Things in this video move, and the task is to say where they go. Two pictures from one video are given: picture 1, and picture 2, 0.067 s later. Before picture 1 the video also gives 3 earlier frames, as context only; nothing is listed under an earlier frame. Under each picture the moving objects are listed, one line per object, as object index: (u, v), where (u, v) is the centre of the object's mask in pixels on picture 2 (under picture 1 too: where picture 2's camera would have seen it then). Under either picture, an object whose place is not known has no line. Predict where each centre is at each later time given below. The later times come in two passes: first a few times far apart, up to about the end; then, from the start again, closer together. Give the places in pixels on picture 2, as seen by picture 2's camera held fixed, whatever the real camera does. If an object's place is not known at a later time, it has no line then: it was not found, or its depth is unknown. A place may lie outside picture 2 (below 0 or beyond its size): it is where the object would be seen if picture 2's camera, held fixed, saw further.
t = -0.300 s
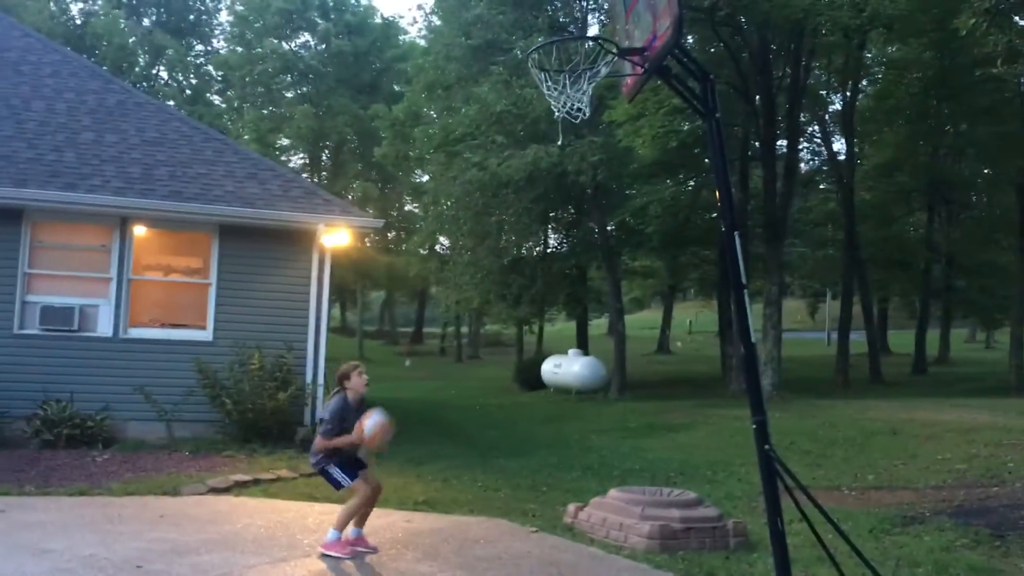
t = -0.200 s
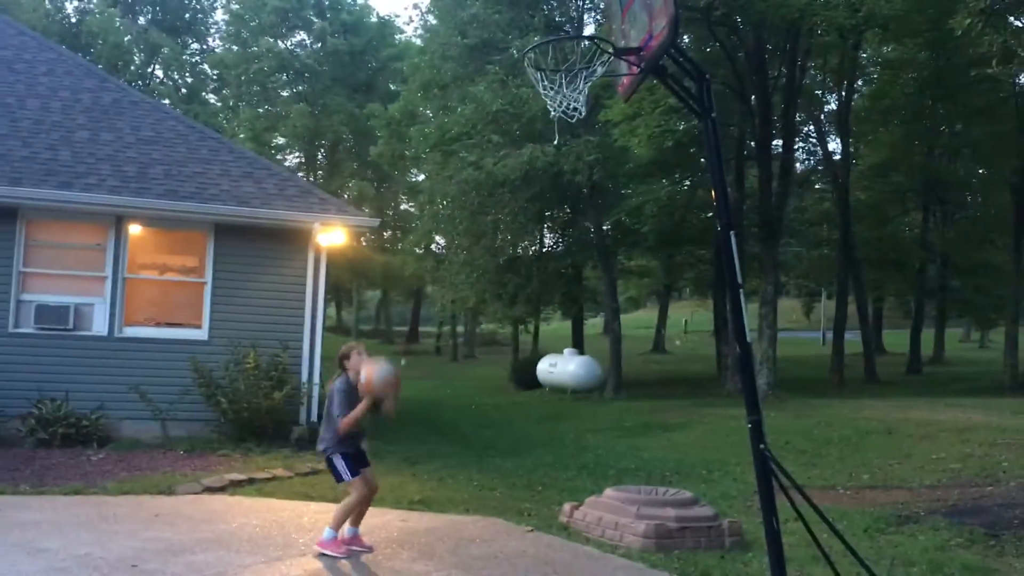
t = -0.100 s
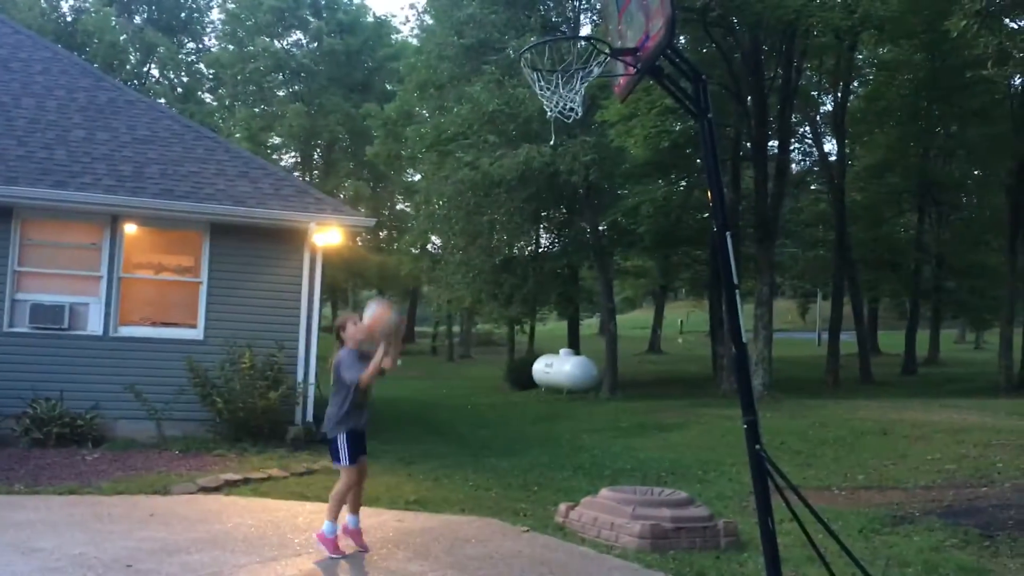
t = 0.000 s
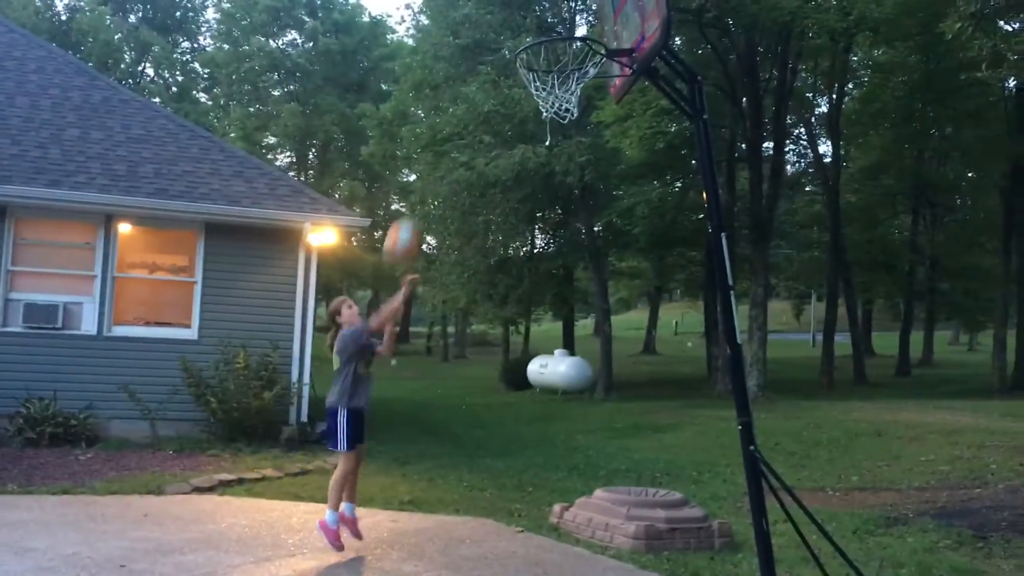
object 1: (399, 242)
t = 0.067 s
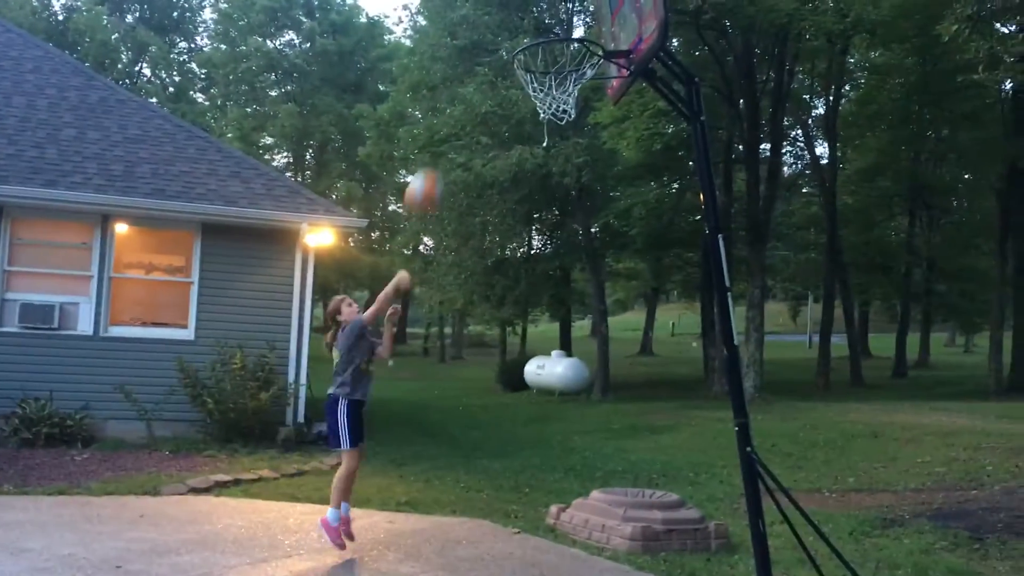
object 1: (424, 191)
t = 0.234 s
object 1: (486, 90)
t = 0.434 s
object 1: (565, 18)
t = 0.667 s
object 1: (565, 48)
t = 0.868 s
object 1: (527, 22)
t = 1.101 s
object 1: (472, 43)
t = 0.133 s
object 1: (450, 146)
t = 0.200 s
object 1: (474, 107)
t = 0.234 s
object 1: (486, 90)
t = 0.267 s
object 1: (500, 76)
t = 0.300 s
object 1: (512, 61)
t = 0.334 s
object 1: (527, 46)
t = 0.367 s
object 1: (539, 30)
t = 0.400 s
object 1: (552, 24)
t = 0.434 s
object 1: (565, 18)
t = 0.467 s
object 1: (580, 12)
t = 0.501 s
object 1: (585, 11)
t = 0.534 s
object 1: (581, 15)
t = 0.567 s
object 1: (578, 19)
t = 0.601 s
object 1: (574, 23)
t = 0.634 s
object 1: (569, 38)
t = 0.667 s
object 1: (565, 48)
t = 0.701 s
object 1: (562, 44)
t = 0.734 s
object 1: (553, 33)
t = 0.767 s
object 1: (548, 24)
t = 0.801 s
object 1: (542, 23)
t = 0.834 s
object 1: (534, 22)
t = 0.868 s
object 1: (527, 22)
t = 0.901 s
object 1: (520, 25)
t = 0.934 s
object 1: (513, 29)
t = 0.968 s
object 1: (506, 35)
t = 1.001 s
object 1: (499, 35)
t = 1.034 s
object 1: (490, 35)
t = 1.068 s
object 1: (483, 39)
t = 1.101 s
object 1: (472, 43)
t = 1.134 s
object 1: (462, 50)
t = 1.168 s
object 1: (452, 60)
